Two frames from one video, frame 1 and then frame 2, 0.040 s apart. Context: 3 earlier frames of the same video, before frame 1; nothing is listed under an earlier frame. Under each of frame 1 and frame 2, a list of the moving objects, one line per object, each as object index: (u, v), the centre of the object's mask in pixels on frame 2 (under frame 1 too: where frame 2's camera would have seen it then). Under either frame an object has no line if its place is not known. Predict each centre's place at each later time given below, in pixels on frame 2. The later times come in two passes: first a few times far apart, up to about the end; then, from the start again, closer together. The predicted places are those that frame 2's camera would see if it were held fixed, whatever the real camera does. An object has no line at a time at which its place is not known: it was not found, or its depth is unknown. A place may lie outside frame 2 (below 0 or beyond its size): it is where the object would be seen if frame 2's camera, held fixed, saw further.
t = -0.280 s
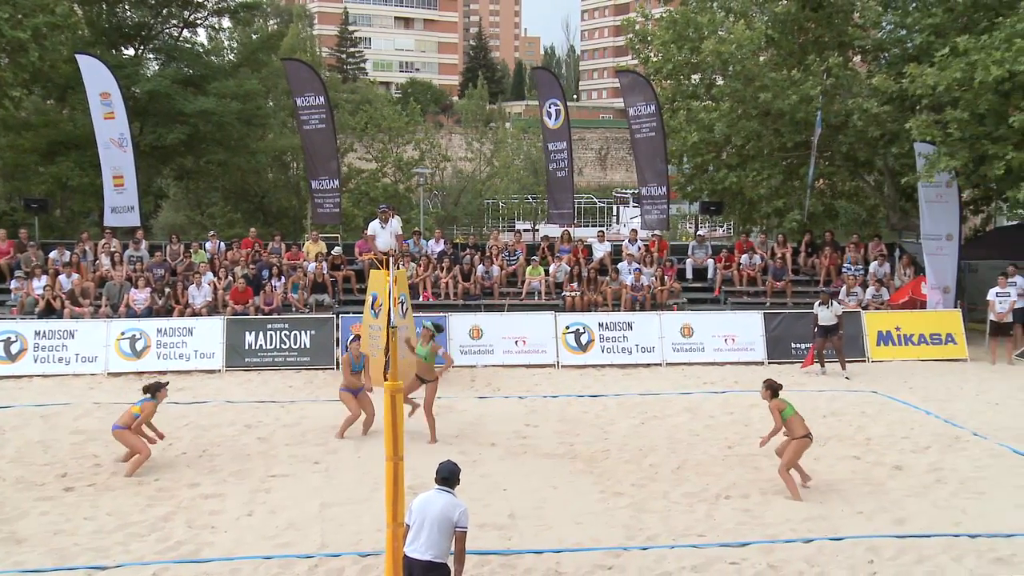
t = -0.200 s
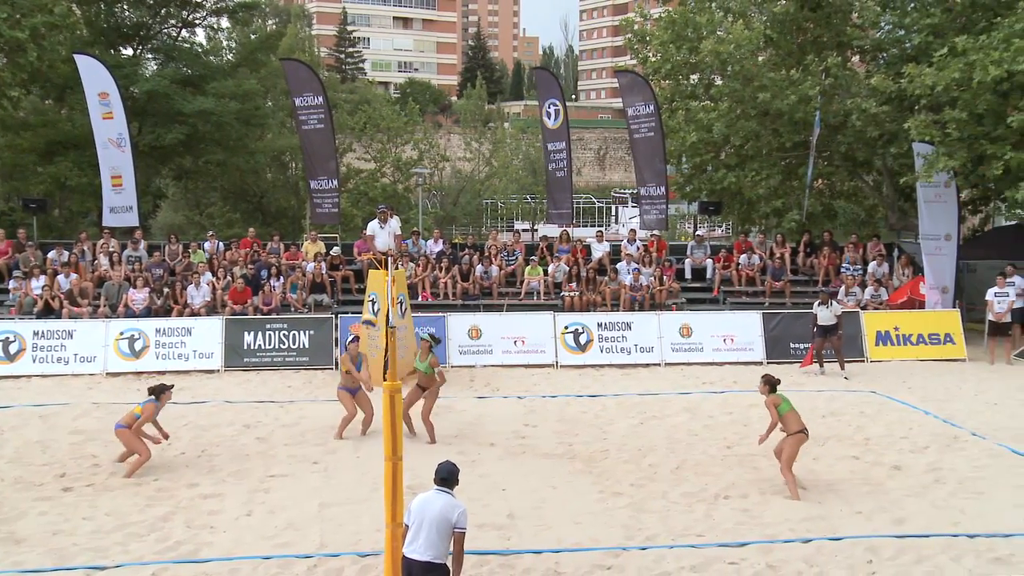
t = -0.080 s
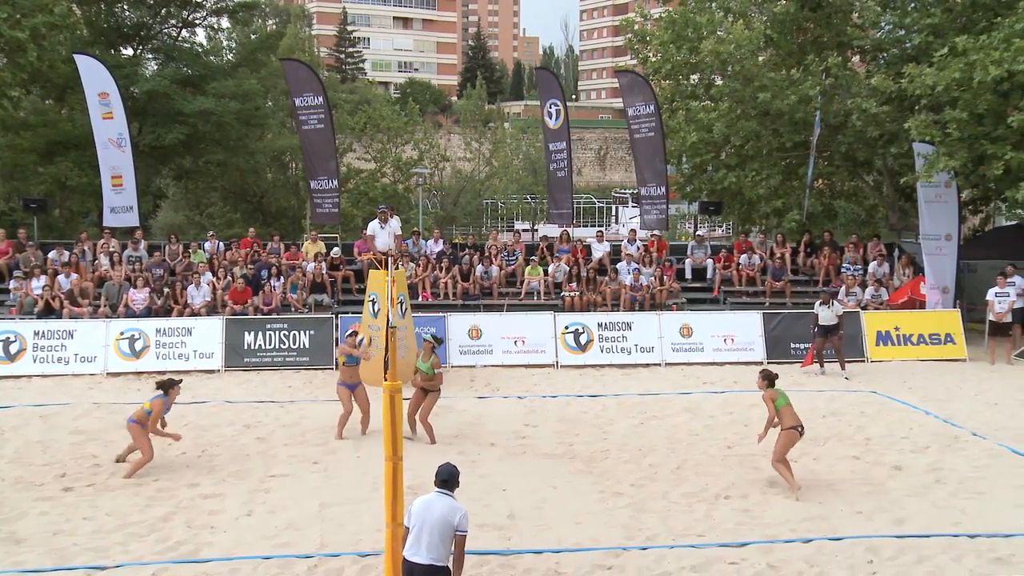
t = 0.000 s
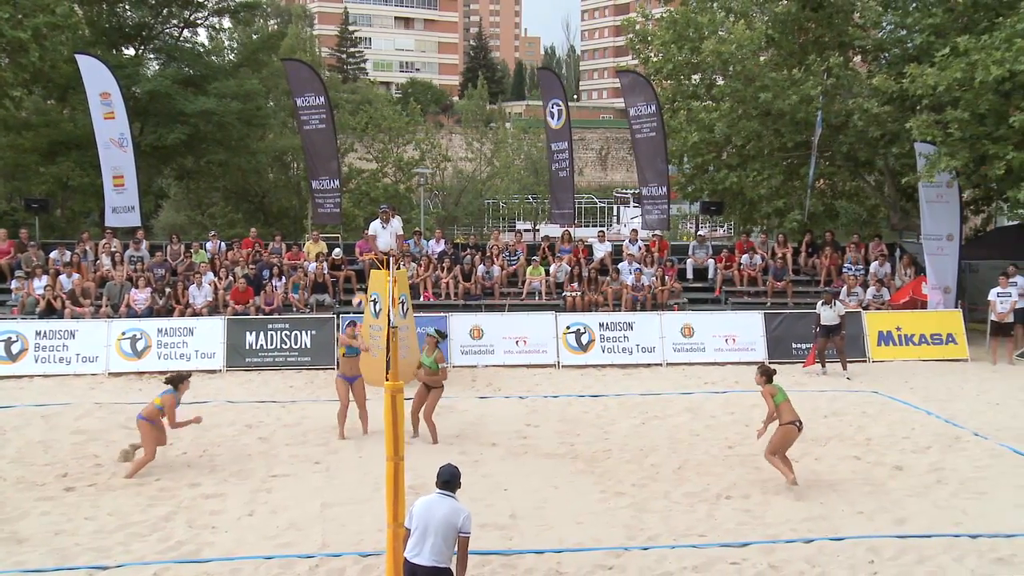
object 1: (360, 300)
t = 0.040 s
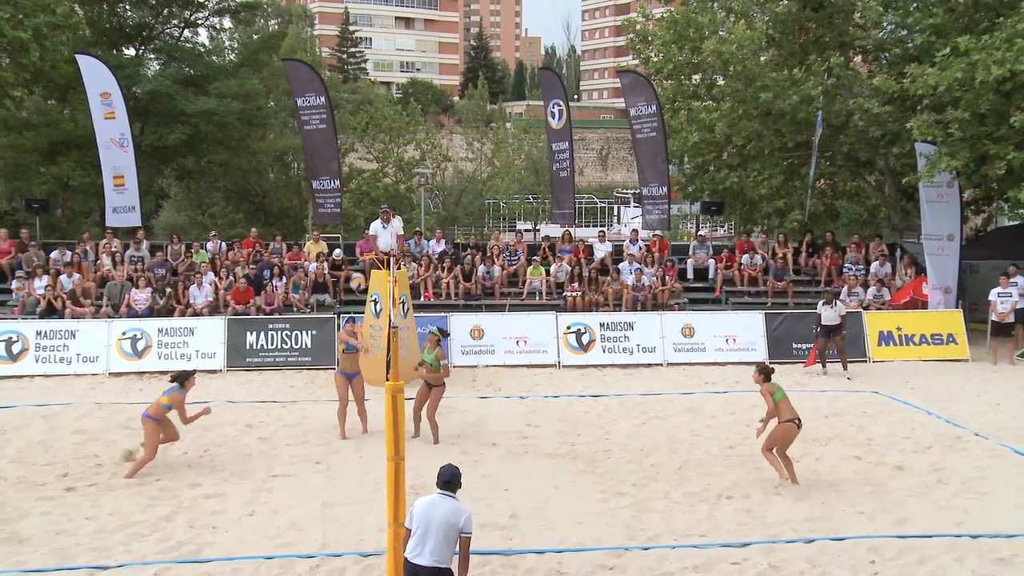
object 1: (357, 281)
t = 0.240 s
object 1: (343, 203)
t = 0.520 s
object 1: (322, 143)
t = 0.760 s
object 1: (303, 137)
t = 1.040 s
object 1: (278, 189)
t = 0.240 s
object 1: (343, 203)
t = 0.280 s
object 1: (340, 192)
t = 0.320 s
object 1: (337, 181)
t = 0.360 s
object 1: (333, 170)
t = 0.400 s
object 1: (330, 162)
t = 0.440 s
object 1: (327, 154)
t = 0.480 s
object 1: (325, 148)
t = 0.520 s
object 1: (322, 143)
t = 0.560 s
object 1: (318, 138)
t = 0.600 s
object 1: (315, 136)
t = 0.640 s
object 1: (311, 134)
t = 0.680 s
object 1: (308, 135)
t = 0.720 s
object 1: (306, 135)
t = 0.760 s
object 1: (303, 137)
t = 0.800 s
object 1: (299, 141)
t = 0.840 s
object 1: (296, 146)
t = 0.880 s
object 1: (293, 152)
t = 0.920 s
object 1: (289, 159)
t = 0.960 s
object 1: (285, 167)
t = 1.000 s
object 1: (281, 178)
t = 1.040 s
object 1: (278, 189)
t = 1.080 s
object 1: (275, 201)
